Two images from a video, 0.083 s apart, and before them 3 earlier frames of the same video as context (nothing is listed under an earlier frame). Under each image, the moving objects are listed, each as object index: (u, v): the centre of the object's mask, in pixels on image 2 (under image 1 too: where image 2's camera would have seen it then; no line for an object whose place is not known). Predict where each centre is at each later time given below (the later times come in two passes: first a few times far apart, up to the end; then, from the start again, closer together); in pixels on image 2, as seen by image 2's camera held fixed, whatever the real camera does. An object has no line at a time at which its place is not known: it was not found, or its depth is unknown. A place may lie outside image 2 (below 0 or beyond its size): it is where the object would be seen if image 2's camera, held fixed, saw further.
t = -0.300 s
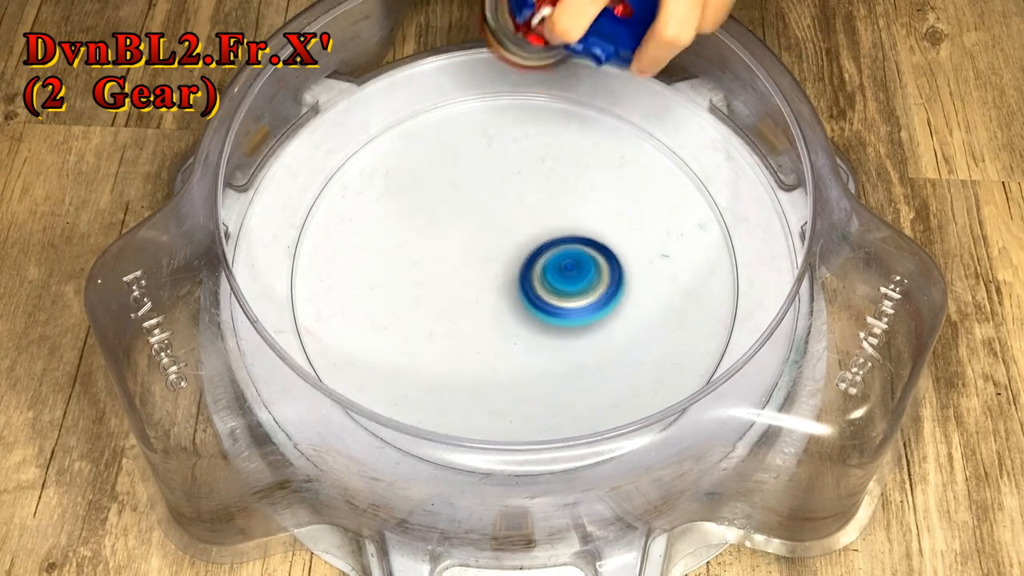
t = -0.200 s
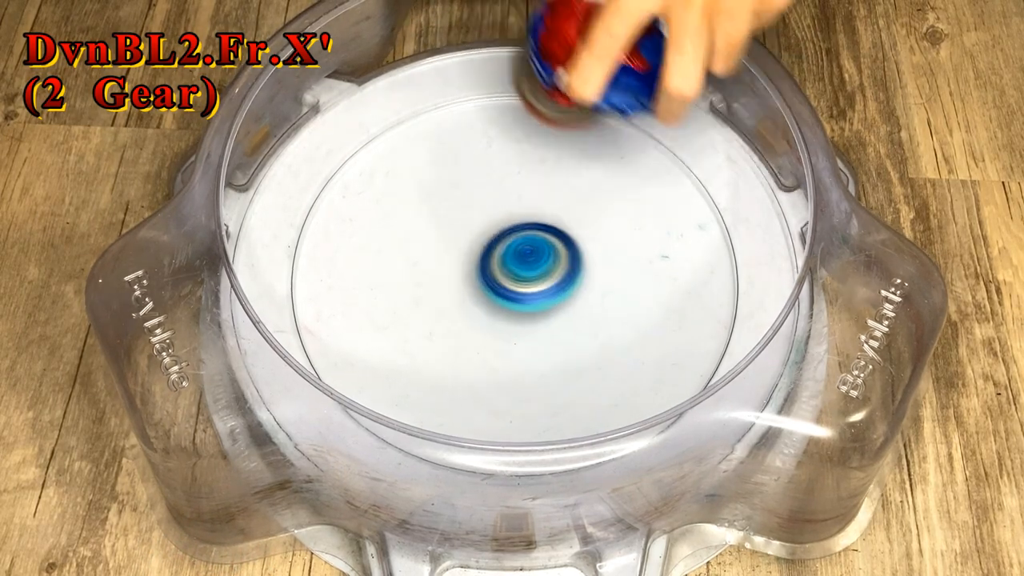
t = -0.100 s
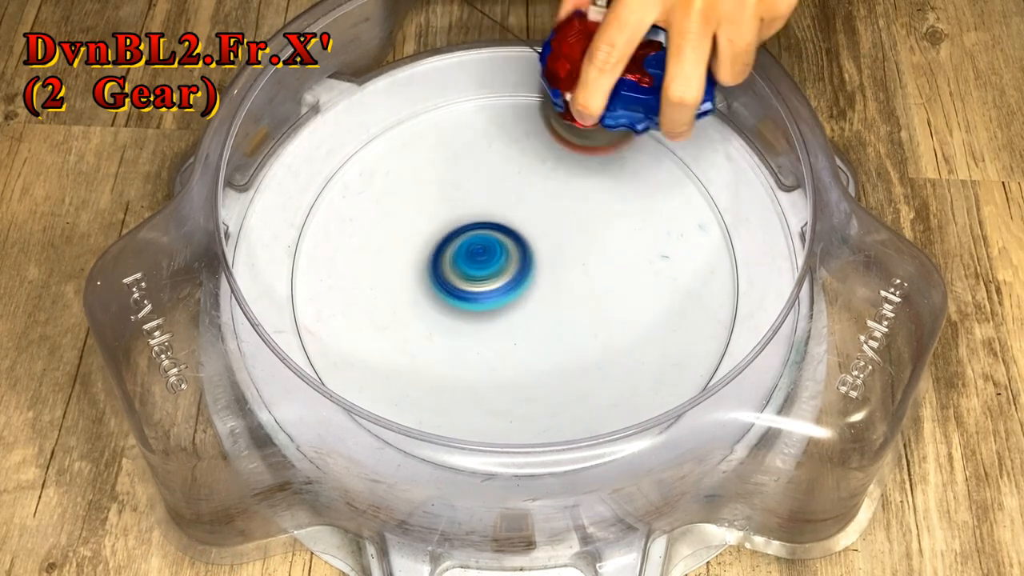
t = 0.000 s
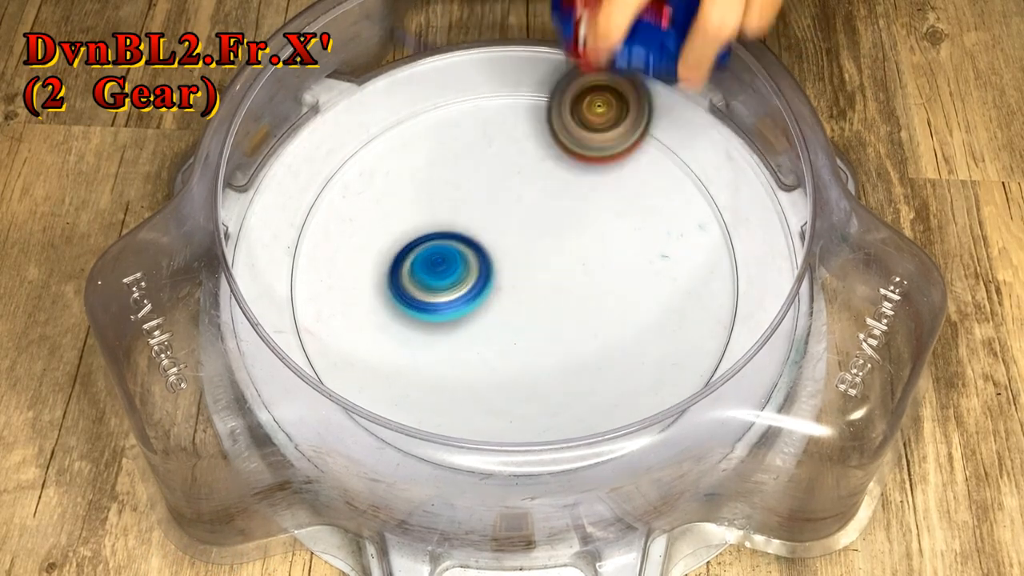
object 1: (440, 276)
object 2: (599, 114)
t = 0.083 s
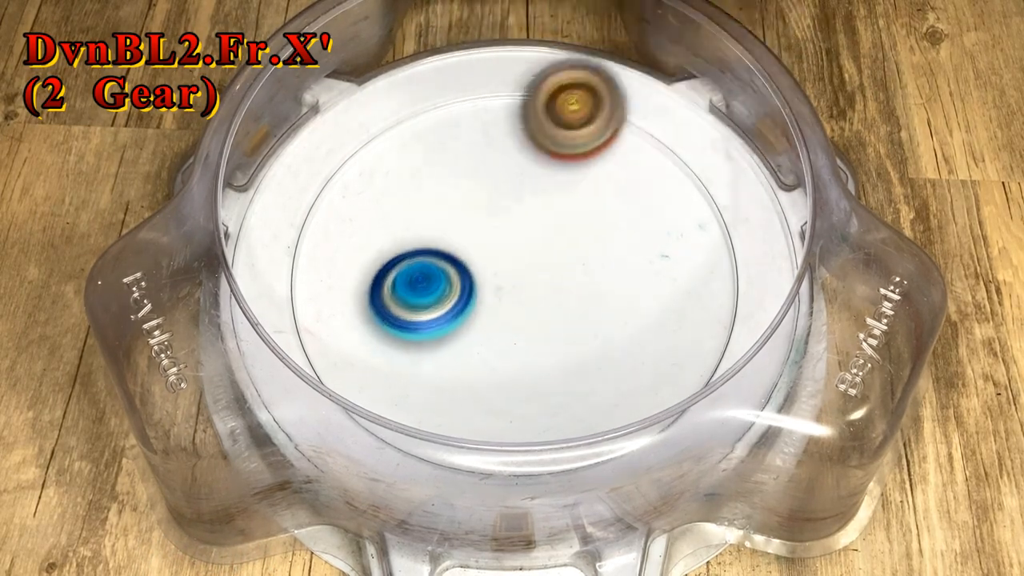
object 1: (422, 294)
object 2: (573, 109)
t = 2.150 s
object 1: (382, 235)
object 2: (458, 465)
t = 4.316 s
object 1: (582, 130)
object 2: (420, 188)
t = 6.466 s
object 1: (609, 199)
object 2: (480, 262)
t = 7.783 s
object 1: (388, 210)
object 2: (580, 302)
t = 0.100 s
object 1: (420, 298)
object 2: (564, 113)
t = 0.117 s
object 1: (418, 303)
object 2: (555, 118)
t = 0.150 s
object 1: (417, 312)
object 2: (541, 136)
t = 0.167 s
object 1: (418, 318)
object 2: (536, 149)
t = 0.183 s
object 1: (419, 323)
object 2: (534, 163)
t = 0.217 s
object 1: (424, 334)
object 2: (540, 194)
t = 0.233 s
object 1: (428, 339)
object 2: (547, 208)
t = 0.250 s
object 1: (432, 344)
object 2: (559, 220)
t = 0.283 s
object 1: (445, 352)
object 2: (593, 240)
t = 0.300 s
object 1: (452, 356)
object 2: (615, 245)
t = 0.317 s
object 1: (460, 360)
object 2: (639, 247)
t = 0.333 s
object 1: (468, 363)
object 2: (663, 243)
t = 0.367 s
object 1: (486, 366)
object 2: (710, 223)
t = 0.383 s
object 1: (496, 368)
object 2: (722, 205)
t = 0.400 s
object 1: (506, 368)
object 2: (720, 183)
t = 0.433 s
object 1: (526, 367)
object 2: (713, 148)
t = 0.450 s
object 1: (536, 364)
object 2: (707, 131)
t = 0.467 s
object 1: (546, 361)
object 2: (701, 123)
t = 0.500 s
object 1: (562, 352)
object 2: (686, 114)
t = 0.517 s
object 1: (569, 346)
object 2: (678, 114)
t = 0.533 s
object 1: (576, 339)
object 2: (673, 115)
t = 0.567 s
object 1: (585, 322)
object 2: (661, 124)
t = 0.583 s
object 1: (588, 314)
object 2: (654, 131)
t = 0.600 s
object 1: (590, 304)
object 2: (644, 136)
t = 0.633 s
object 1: (590, 286)
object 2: (616, 147)
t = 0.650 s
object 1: (589, 277)
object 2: (601, 156)
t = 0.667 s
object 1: (586, 268)
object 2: (587, 167)
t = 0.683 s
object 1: (577, 274)
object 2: (580, 168)
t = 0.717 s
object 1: (552, 298)
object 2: (570, 163)
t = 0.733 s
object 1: (539, 309)
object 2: (563, 167)
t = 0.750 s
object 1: (527, 319)
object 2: (556, 176)
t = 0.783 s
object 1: (504, 337)
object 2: (549, 201)
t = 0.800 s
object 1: (493, 344)
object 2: (549, 216)
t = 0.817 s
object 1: (483, 350)
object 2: (553, 232)
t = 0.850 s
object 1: (465, 360)
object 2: (571, 258)
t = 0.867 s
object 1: (458, 364)
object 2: (585, 269)
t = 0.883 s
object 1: (452, 367)
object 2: (602, 278)
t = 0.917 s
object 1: (443, 373)
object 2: (643, 286)
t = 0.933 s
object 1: (440, 375)
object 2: (663, 282)
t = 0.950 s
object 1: (438, 377)
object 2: (683, 276)
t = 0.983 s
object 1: (437, 379)
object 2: (721, 251)
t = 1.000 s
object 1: (437, 380)
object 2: (726, 231)
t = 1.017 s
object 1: (438, 380)
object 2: (717, 206)
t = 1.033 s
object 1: (440, 380)
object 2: (707, 186)
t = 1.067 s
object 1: (446, 380)
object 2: (683, 154)
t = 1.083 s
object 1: (449, 379)
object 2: (658, 139)
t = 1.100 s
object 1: (453, 377)
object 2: (631, 127)
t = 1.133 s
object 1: (461, 374)
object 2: (579, 118)
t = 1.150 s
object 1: (466, 371)
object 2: (554, 121)
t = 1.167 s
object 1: (470, 369)
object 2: (531, 127)
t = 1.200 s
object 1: (479, 363)
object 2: (487, 156)
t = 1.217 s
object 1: (483, 358)
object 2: (470, 177)
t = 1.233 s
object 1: (487, 354)
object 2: (456, 198)
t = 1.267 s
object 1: (495, 346)
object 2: (441, 249)
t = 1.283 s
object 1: (504, 352)
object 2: (435, 266)
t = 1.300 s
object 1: (517, 365)
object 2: (428, 276)
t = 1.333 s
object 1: (542, 383)
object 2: (425, 307)
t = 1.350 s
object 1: (555, 390)
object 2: (431, 327)
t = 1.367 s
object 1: (565, 394)
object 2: (442, 349)
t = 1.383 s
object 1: (575, 396)
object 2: (456, 368)
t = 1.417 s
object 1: (619, 395)
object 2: (470, 390)
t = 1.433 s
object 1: (656, 409)
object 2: (477, 397)
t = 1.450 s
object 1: (676, 402)
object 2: (487, 403)
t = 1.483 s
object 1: (715, 388)
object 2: (519, 412)
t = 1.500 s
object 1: (735, 384)
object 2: (542, 428)
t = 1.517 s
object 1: (750, 379)
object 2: (566, 429)
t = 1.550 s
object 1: (773, 358)
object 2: (623, 411)
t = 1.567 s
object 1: (779, 347)
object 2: (647, 397)
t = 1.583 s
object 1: (780, 332)
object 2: (662, 374)
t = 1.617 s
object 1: (801, 300)
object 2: (674, 351)
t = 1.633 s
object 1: (808, 285)
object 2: (675, 333)
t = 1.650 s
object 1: (796, 281)
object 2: (672, 312)
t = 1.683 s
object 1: (769, 288)
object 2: (641, 273)
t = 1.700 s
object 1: (761, 288)
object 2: (619, 258)
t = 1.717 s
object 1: (751, 289)
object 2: (594, 243)
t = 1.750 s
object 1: (729, 288)
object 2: (544, 226)
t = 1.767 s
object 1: (716, 290)
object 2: (517, 221)
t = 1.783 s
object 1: (702, 290)
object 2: (491, 219)
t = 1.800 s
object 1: (686, 286)
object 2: (466, 221)
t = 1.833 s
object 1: (655, 282)
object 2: (415, 231)
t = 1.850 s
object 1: (640, 278)
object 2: (390, 239)
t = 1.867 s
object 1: (622, 275)
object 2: (367, 250)
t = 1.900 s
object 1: (588, 268)
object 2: (326, 280)
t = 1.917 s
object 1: (572, 263)
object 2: (312, 299)
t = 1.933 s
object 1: (555, 258)
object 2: (303, 318)
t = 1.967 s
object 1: (524, 249)
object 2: (327, 355)
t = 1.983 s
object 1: (509, 245)
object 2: (343, 376)
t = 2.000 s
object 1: (494, 241)
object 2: (357, 395)
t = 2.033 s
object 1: (464, 236)
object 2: (375, 436)
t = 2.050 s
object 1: (449, 234)
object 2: (386, 452)
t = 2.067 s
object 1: (435, 233)
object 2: (395, 457)
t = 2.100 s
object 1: (412, 231)
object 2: (417, 469)
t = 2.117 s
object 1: (401, 232)
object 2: (430, 471)
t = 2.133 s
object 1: (391, 233)
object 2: (443, 470)
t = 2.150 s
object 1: (382, 235)
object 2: (458, 465)
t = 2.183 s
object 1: (368, 241)
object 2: (485, 449)
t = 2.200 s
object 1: (362, 245)
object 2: (499, 441)
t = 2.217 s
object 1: (357, 250)
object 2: (515, 414)
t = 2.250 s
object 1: (352, 260)
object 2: (545, 400)
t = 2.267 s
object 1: (351, 267)
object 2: (557, 390)
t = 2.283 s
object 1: (351, 273)
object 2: (566, 374)
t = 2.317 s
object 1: (356, 289)
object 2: (571, 336)
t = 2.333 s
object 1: (359, 297)
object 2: (568, 317)
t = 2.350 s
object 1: (364, 305)
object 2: (560, 298)
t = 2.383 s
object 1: (378, 320)
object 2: (534, 264)
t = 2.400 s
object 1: (387, 328)
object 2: (519, 250)
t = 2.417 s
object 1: (397, 335)
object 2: (501, 238)
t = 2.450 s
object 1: (421, 349)
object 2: (462, 219)
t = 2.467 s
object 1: (433, 356)
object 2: (441, 212)
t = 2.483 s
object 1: (446, 361)
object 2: (419, 208)
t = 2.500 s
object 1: (460, 365)
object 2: (396, 206)
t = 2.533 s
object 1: (489, 369)
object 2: (351, 208)
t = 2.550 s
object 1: (504, 370)
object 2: (330, 214)
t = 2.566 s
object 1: (519, 369)
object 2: (309, 223)
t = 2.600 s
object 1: (549, 363)
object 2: (302, 255)
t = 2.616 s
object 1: (563, 359)
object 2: (307, 275)
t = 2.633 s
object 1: (575, 354)
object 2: (313, 299)
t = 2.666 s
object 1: (597, 341)
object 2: (326, 332)
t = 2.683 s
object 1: (605, 333)
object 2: (332, 348)
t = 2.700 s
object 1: (613, 325)
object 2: (343, 361)
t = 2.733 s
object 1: (625, 305)
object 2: (373, 380)
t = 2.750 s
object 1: (629, 294)
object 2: (389, 385)
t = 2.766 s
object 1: (632, 283)
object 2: (406, 388)
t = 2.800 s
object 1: (633, 260)
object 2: (446, 381)
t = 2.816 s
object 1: (631, 249)
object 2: (462, 375)
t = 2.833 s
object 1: (627, 238)
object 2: (478, 365)
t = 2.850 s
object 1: (623, 227)
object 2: (492, 353)
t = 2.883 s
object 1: (612, 205)
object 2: (512, 323)
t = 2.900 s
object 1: (604, 196)
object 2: (517, 306)
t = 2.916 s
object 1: (595, 186)
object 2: (519, 289)
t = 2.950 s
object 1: (575, 169)
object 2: (512, 255)
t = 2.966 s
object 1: (564, 161)
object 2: (504, 239)
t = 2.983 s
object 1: (560, 148)
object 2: (489, 226)
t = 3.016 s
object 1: (550, 127)
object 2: (459, 205)
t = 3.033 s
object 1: (544, 118)
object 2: (445, 196)
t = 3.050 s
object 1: (537, 111)
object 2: (428, 189)
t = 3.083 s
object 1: (521, 99)
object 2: (394, 178)
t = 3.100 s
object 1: (513, 94)
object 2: (375, 175)
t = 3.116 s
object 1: (505, 92)
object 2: (356, 175)
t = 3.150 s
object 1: (487, 90)
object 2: (322, 182)
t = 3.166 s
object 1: (477, 91)
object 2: (318, 196)
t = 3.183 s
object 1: (468, 93)
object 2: (317, 216)
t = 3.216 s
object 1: (449, 102)
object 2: (319, 262)
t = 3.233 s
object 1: (440, 107)
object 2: (322, 276)
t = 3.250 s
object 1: (432, 115)
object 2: (325, 290)
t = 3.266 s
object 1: (424, 123)
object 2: (333, 301)
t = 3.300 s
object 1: (407, 140)
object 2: (355, 320)
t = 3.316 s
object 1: (400, 150)
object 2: (369, 326)
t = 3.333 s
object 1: (394, 161)
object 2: (385, 330)
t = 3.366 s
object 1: (385, 184)
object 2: (418, 330)
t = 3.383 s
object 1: (382, 195)
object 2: (435, 325)
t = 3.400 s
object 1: (380, 207)
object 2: (451, 319)
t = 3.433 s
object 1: (383, 235)
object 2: (478, 299)
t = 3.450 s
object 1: (386, 248)
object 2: (488, 287)
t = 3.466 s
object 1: (387, 259)
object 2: (497, 274)
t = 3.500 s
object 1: (392, 279)
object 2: (509, 246)
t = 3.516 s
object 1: (396, 288)
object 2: (511, 231)
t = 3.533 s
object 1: (401, 297)
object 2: (512, 215)
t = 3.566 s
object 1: (416, 313)
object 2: (504, 186)
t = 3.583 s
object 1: (426, 320)
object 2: (497, 171)
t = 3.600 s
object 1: (436, 327)
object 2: (488, 158)
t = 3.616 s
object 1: (448, 333)
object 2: (477, 146)
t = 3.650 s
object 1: (473, 341)
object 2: (451, 126)
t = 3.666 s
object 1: (486, 343)
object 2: (437, 119)
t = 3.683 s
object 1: (500, 344)
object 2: (422, 114)
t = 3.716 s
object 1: (528, 344)
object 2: (391, 114)
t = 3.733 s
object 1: (542, 343)
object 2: (379, 130)
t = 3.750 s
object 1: (554, 340)
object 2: (368, 146)
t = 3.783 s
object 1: (577, 332)
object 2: (352, 178)
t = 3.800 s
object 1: (587, 327)
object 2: (347, 192)
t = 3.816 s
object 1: (596, 320)
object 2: (345, 207)
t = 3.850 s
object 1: (610, 308)
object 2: (352, 232)
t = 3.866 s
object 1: (616, 302)
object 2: (359, 243)
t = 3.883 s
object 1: (621, 294)
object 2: (369, 253)
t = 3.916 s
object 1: (628, 278)
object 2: (395, 271)
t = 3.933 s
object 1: (629, 268)
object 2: (410, 277)
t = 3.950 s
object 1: (630, 261)
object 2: (426, 280)
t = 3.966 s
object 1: (630, 253)
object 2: (444, 281)
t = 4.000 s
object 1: (628, 236)
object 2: (477, 276)
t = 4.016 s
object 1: (625, 228)
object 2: (494, 269)
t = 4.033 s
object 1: (622, 219)
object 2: (508, 261)
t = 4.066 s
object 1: (626, 201)
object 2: (520, 243)
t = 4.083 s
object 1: (631, 190)
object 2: (518, 235)
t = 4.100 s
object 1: (636, 183)
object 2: (516, 227)
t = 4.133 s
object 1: (641, 167)
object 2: (509, 210)
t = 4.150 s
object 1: (641, 161)
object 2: (505, 202)
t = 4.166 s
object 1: (641, 154)
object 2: (499, 195)
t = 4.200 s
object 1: (634, 141)
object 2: (484, 183)
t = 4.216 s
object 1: (629, 137)
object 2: (475, 179)
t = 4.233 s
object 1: (622, 133)
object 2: (465, 177)
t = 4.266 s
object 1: (608, 129)
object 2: (446, 176)
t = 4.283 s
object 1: (600, 129)
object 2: (437, 179)
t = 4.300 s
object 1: (591, 129)
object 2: (428, 182)
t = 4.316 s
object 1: (582, 130)
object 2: (420, 188)
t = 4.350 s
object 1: (562, 135)
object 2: (409, 203)
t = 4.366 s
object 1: (551, 139)
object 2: (405, 212)
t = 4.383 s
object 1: (540, 142)
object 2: (403, 221)
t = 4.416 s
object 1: (516, 152)
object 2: (407, 242)
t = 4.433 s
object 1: (505, 158)
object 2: (411, 251)
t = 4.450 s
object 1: (494, 165)
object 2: (417, 261)
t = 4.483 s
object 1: (473, 182)
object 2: (436, 278)
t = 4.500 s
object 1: (464, 189)
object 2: (447, 284)
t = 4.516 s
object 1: (458, 195)
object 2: (457, 292)
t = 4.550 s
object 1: (451, 196)
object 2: (477, 311)
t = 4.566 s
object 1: (449, 197)
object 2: (490, 317)
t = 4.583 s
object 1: (448, 198)
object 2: (504, 320)
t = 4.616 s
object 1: (446, 203)
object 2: (533, 321)
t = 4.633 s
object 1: (446, 207)
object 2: (547, 318)
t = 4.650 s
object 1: (448, 212)
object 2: (561, 314)
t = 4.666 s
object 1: (449, 217)
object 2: (575, 308)
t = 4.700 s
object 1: (455, 229)
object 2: (597, 291)
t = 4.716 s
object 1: (458, 236)
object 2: (605, 281)
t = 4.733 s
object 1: (463, 244)
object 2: (612, 271)
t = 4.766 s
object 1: (474, 258)
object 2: (622, 248)
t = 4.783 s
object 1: (480, 265)
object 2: (624, 236)
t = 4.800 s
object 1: (487, 271)
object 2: (623, 226)
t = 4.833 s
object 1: (503, 284)
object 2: (617, 203)
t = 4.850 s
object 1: (512, 290)
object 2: (611, 193)
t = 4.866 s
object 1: (521, 295)
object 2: (604, 185)
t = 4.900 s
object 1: (540, 303)
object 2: (584, 170)
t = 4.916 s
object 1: (550, 306)
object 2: (572, 165)
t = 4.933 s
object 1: (560, 309)
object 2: (560, 161)
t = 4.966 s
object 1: (580, 311)
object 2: (534, 158)
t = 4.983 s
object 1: (589, 311)
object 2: (521, 159)
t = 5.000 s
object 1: (599, 310)
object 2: (507, 161)
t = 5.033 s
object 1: (615, 306)
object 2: (482, 170)
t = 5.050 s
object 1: (622, 303)
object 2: (471, 176)
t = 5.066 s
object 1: (629, 300)
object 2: (460, 184)
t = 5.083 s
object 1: (634, 296)
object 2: (451, 194)
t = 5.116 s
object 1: (642, 288)
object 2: (439, 216)
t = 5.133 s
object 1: (645, 284)
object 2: (436, 228)
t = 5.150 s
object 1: (648, 280)
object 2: (433, 240)
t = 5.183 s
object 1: (650, 269)
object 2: (434, 266)
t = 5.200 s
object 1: (650, 264)
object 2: (438, 278)
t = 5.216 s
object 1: (650, 258)
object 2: (443, 290)
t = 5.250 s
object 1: (647, 247)
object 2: (459, 311)
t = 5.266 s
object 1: (644, 240)
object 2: (470, 321)
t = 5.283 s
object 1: (640, 235)
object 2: (483, 330)
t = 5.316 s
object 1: (632, 223)
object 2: (509, 341)
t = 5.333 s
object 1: (626, 218)
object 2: (525, 345)
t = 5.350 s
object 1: (620, 213)
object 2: (540, 347)
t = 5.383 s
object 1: (607, 203)
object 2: (569, 346)
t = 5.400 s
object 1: (599, 199)
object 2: (583, 342)
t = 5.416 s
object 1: (591, 196)
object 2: (596, 336)
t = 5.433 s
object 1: (582, 194)
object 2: (608, 328)
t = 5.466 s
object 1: (564, 192)
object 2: (628, 311)
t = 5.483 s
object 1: (555, 193)
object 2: (636, 300)
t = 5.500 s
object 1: (546, 194)
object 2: (641, 289)
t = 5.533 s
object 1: (526, 199)
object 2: (647, 266)
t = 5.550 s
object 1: (517, 204)
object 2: (647, 255)
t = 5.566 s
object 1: (508, 209)
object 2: (645, 243)
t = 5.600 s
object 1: (492, 221)
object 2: (635, 223)
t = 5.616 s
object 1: (484, 229)
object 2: (628, 213)
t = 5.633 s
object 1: (478, 236)
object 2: (619, 205)
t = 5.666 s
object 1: (467, 253)
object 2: (596, 192)
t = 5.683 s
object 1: (462, 262)
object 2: (584, 188)
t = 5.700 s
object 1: (459, 271)
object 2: (571, 185)
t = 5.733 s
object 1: (456, 289)
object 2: (544, 183)
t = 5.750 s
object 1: (455, 298)
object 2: (530, 184)
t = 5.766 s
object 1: (455, 307)
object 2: (516, 187)
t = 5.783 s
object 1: (456, 316)
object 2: (503, 190)
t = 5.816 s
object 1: (462, 335)
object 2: (478, 200)
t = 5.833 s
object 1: (466, 344)
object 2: (467, 208)
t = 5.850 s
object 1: (472, 352)
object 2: (458, 216)
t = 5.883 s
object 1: (485, 367)
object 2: (442, 235)
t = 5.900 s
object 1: (494, 374)
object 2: (436, 246)
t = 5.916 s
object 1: (503, 379)
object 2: (432, 258)
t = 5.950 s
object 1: (522, 387)
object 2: (428, 281)
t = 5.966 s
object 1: (532, 389)
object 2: (428, 293)
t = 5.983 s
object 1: (541, 389)
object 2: (431, 306)
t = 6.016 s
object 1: (559, 389)
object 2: (442, 329)
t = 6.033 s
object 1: (567, 387)
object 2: (450, 338)
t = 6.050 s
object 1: (575, 386)
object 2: (461, 349)
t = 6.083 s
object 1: (603, 380)
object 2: (471, 358)
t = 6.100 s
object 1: (619, 378)
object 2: (476, 360)
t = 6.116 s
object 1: (632, 372)
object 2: (483, 363)
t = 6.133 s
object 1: (644, 368)
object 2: (491, 365)
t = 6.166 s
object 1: (662, 355)
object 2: (507, 366)
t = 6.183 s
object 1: (669, 349)
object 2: (516, 364)
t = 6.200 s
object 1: (674, 342)
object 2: (524, 362)
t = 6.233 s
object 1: (680, 323)
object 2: (539, 354)
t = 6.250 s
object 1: (682, 312)
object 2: (544, 348)
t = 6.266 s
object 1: (681, 300)
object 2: (548, 341)
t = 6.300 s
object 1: (675, 278)
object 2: (552, 326)
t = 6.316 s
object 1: (669, 267)
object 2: (553, 317)
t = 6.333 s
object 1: (663, 258)
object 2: (551, 309)
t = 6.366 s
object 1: (647, 240)
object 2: (544, 292)
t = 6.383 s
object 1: (638, 232)
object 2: (539, 285)
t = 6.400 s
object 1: (628, 225)
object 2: (532, 278)
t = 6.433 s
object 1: (618, 210)
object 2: (506, 269)
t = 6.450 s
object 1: (614, 204)
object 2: (493, 265)
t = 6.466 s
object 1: (609, 199)
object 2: (480, 262)
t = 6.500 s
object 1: (597, 190)
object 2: (456, 260)
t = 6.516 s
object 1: (589, 188)
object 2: (444, 260)
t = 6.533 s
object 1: (580, 186)
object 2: (432, 261)
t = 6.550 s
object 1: (570, 185)
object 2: (420, 263)
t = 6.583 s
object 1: (549, 188)
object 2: (400, 270)
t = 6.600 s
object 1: (539, 190)
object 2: (390, 275)
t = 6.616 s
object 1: (528, 193)
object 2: (381, 280)
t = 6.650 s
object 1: (506, 201)
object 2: (368, 292)
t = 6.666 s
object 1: (495, 206)
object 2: (364, 300)
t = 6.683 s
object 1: (484, 213)
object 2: (362, 308)
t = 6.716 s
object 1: (464, 228)
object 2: (360, 324)
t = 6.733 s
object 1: (455, 235)
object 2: (362, 332)
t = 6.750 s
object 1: (447, 244)
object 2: (366, 339)
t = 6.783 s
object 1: (433, 262)
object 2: (377, 353)
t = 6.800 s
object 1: (427, 270)
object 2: (385, 358)
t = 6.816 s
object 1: (425, 276)
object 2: (391, 367)
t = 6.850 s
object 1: (431, 279)
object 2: (401, 384)
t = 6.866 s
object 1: (434, 280)
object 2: (409, 391)
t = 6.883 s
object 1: (438, 282)
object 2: (418, 395)
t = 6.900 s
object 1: (441, 284)
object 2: (431, 396)
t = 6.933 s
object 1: (450, 290)
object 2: (457, 394)
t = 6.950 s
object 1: (455, 292)
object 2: (468, 393)
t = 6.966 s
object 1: (459, 295)
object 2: (481, 392)
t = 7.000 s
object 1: (467, 295)
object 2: (503, 389)
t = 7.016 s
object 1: (472, 288)
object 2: (513, 389)
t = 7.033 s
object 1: (476, 281)
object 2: (522, 387)
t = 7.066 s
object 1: (484, 268)
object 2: (541, 376)
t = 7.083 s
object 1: (488, 262)
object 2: (550, 368)
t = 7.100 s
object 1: (492, 257)
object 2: (557, 360)
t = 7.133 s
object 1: (499, 248)
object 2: (568, 341)
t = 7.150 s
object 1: (502, 245)
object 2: (571, 331)
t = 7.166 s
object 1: (504, 242)
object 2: (573, 320)
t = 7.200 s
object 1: (505, 232)
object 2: (575, 303)
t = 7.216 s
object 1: (504, 226)
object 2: (575, 295)
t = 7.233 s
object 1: (502, 219)
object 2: (575, 287)
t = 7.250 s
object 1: (498, 211)
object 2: (574, 281)
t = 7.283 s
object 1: (491, 197)
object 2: (572, 269)
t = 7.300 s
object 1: (486, 191)
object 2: (569, 262)
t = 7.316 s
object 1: (481, 186)
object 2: (566, 257)
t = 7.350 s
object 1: (473, 178)
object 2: (556, 246)
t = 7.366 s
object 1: (468, 176)
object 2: (551, 241)
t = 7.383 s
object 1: (463, 173)
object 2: (544, 237)
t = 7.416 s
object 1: (452, 170)
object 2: (532, 234)
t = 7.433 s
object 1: (443, 162)
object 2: (530, 240)
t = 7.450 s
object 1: (435, 157)
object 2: (528, 246)
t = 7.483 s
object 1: (420, 150)
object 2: (526, 256)
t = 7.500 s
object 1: (413, 147)
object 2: (526, 261)
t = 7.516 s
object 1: (407, 146)
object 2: (527, 266)
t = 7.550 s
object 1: (396, 147)
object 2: (529, 277)
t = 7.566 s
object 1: (391, 149)
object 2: (531, 282)
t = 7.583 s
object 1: (387, 151)
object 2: (533, 286)
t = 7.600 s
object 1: (384, 154)
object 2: (536, 290)
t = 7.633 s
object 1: (379, 160)
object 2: (543, 297)
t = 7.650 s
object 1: (377, 165)
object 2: (547, 300)
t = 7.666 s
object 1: (377, 169)
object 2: (551, 303)
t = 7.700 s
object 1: (377, 180)
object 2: (561, 305)
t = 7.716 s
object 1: (378, 185)
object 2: (565, 306)
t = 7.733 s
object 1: (380, 192)
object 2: (570, 306)
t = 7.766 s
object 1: (385, 204)
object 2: (577, 304)
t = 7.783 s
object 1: (388, 210)
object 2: (580, 302)
